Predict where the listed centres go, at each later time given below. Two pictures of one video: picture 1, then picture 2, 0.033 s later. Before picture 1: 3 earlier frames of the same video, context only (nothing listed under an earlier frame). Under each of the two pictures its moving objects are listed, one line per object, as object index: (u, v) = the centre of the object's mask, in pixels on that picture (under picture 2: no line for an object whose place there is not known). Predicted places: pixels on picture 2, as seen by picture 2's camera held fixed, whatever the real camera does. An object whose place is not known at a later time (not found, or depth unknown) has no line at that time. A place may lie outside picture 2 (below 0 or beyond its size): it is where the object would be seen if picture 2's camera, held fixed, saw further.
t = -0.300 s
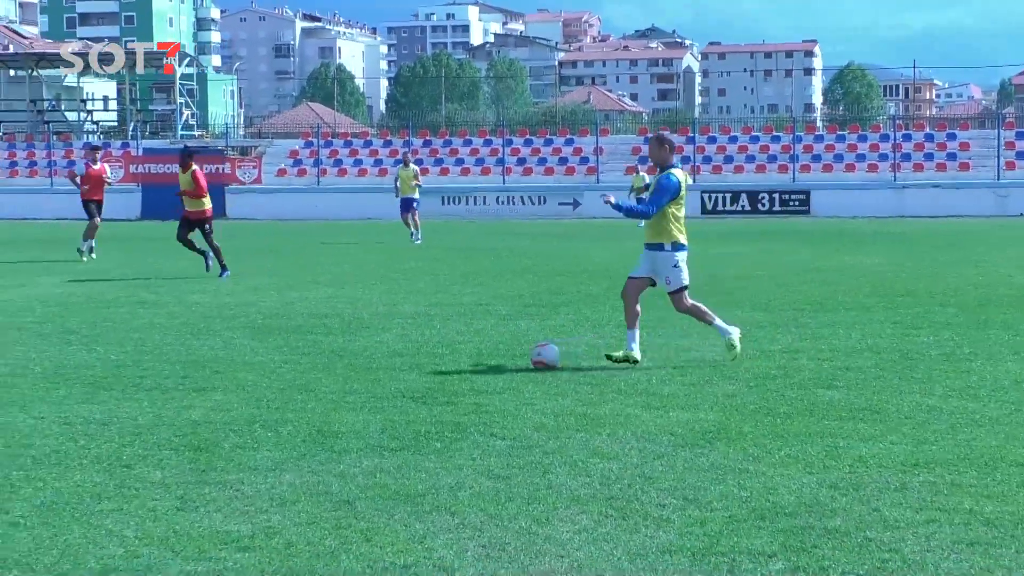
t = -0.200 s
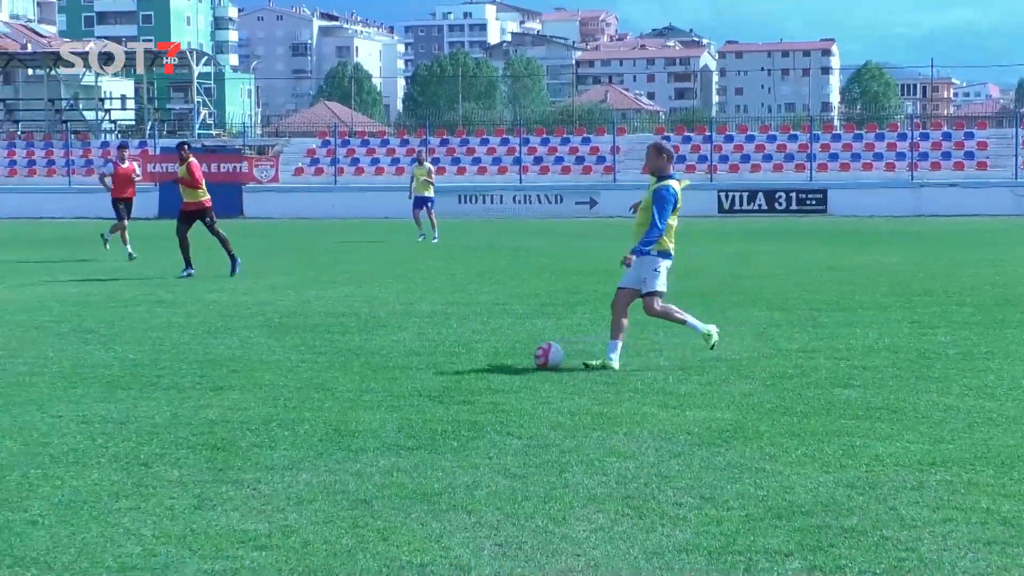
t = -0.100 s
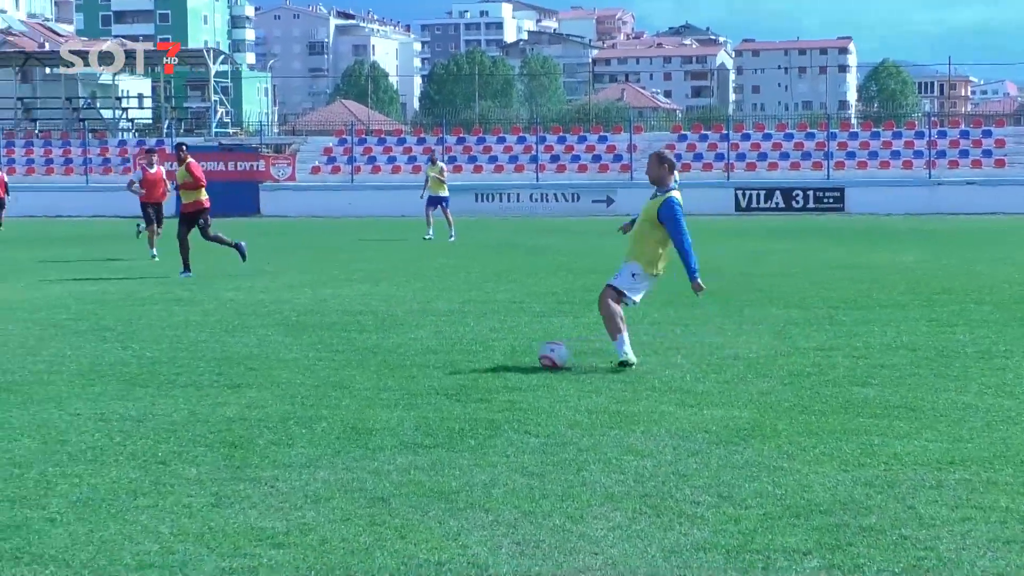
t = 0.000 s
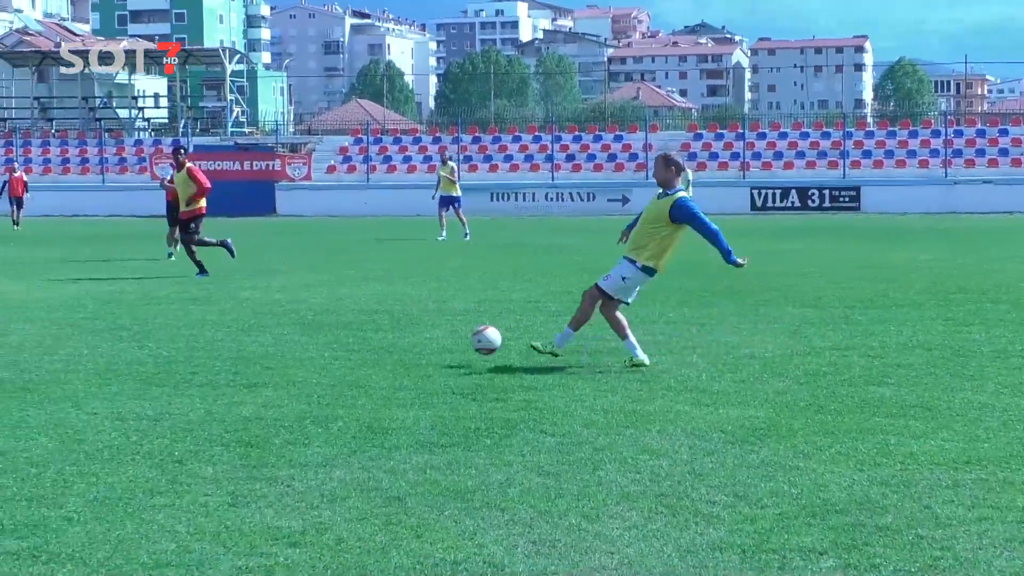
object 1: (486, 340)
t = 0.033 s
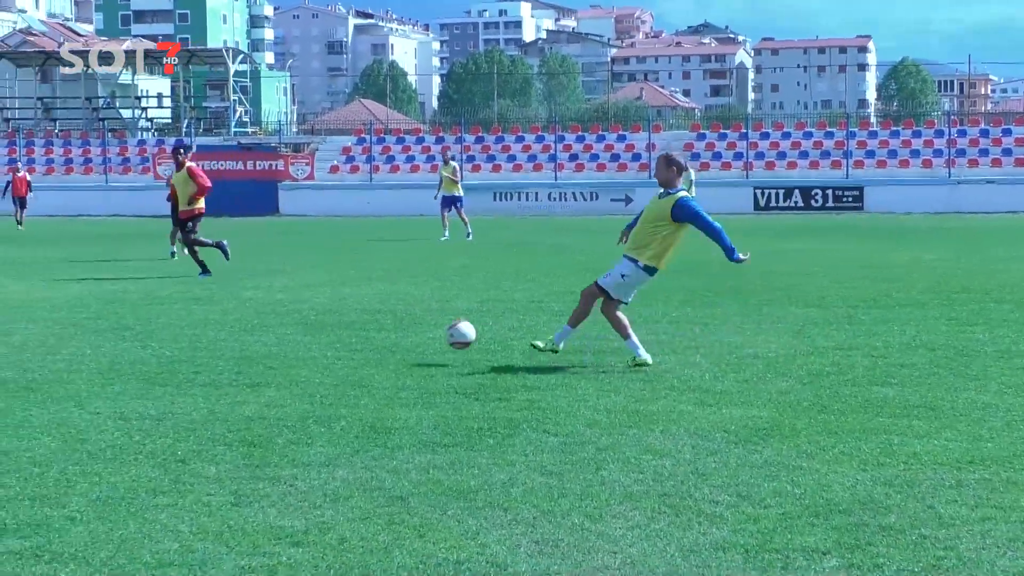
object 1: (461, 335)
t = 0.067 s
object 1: (407, 325)
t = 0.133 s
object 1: (329, 316)
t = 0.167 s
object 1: (280, 312)
